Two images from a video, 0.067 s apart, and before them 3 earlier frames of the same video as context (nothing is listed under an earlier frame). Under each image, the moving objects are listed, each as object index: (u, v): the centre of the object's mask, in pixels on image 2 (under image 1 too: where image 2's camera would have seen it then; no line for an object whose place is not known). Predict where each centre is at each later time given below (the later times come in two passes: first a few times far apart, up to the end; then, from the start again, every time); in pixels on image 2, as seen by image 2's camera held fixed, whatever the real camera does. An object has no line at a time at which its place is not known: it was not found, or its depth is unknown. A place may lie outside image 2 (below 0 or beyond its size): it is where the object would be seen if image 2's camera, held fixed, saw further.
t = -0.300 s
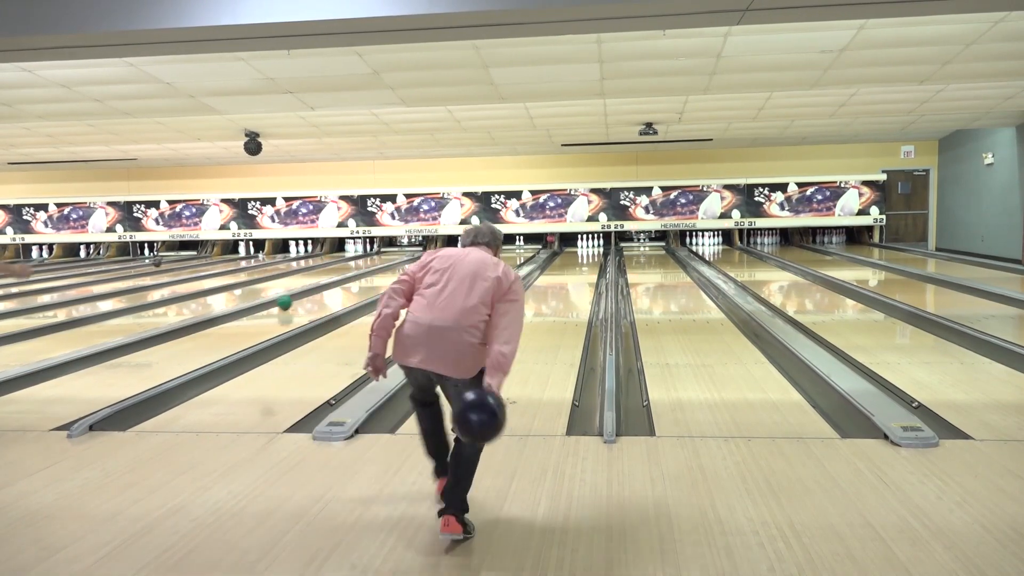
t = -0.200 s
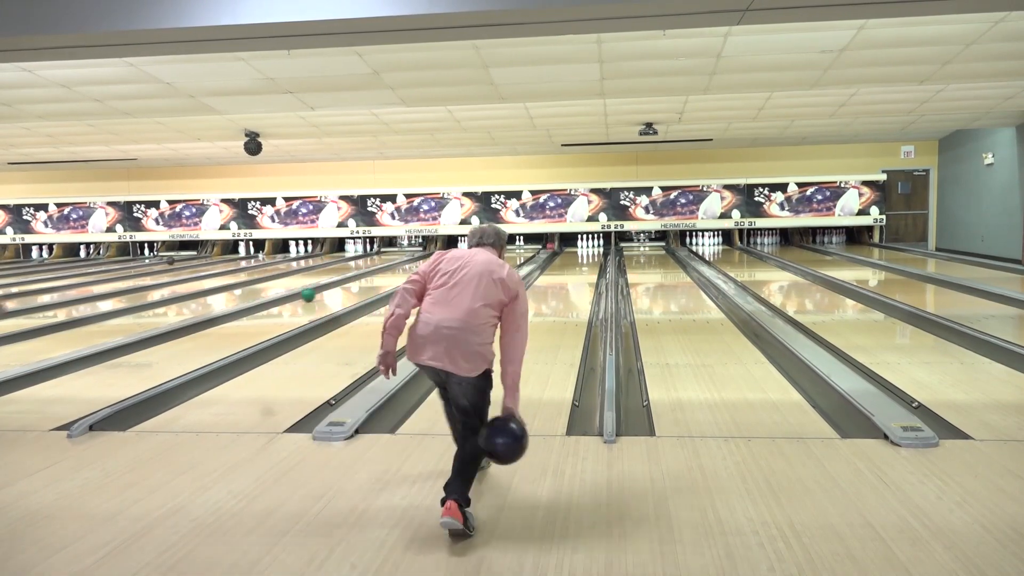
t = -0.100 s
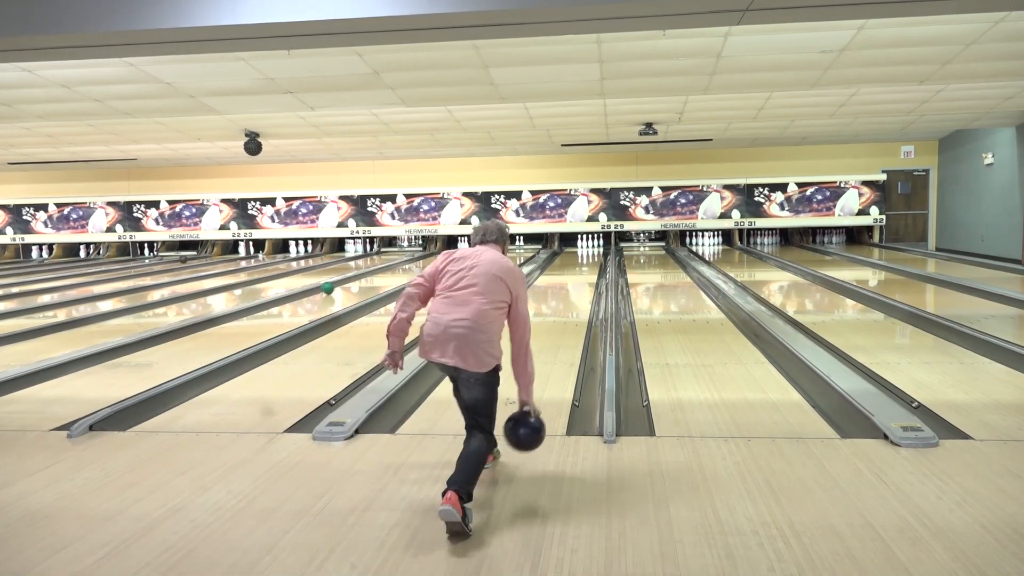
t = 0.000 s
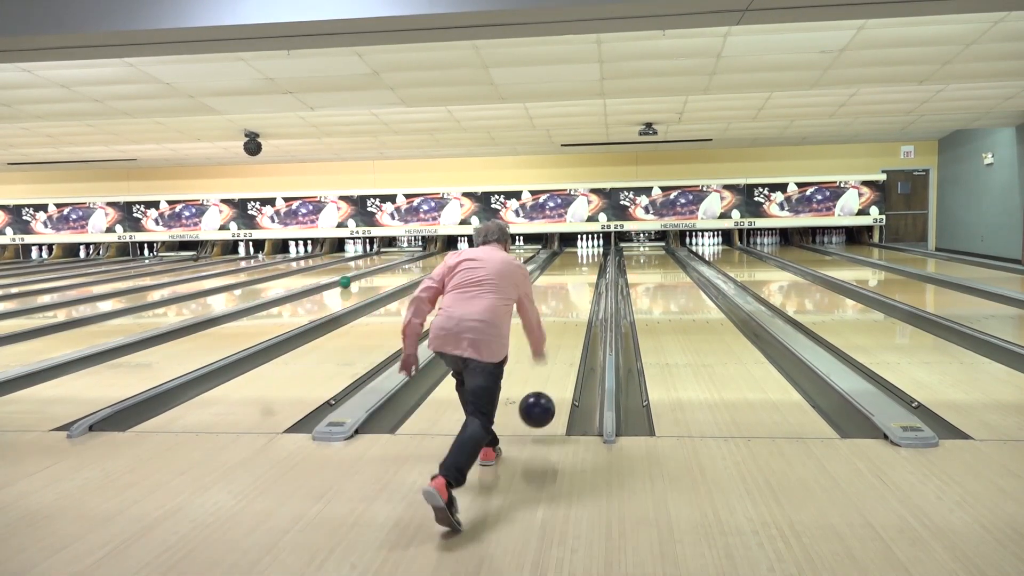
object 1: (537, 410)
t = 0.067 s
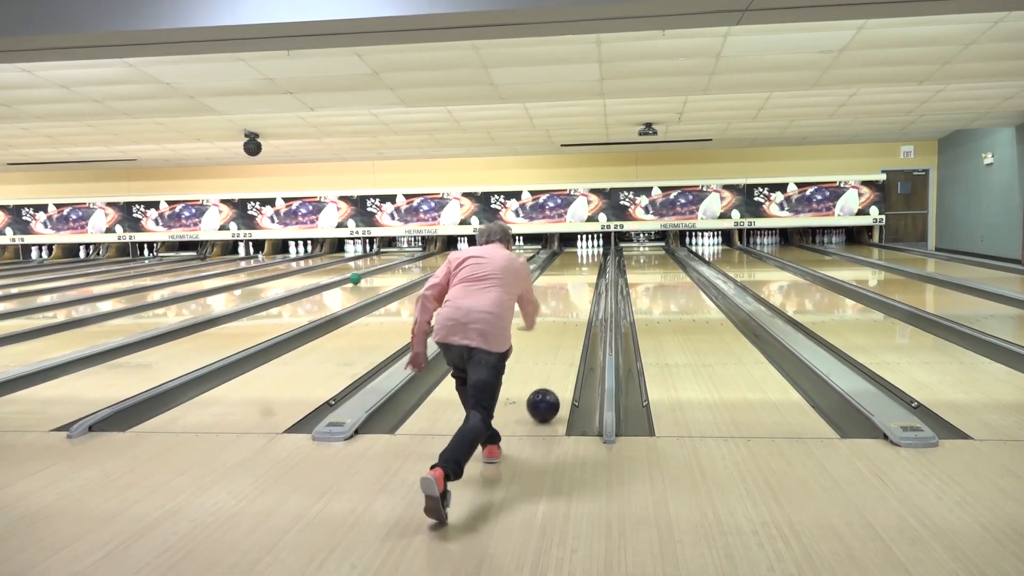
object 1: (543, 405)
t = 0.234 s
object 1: (553, 370)
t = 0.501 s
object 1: (564, 333)
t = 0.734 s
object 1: (569, 312)
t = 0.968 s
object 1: (574, 297)
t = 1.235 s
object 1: (577, 284)
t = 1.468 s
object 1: (580, 275)
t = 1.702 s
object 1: (581, 268)
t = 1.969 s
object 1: (583, 262)
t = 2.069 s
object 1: (583, 259)
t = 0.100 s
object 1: (545, 397)
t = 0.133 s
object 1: (548, 389)
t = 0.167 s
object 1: (550, 382)
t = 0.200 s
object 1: (552, 376)
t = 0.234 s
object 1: (553, 370)
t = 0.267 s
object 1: (555, 364)
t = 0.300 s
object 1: (556, 359)
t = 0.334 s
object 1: (558, 354)
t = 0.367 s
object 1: (559, 349)
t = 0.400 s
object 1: (560, 345)
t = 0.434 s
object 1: (561, 341)
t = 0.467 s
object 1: (563, 337)
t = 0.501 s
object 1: (564, 333)
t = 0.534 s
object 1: (565, 330)
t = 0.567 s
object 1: (565, 326)
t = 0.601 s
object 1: (566, 323)
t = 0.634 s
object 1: (567, 320)
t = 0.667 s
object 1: (568, 317)
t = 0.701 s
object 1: (569, 314)
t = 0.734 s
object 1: (569, 312)
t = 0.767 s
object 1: (570, 310)
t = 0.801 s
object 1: (571, 307)
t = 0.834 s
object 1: (571, 305)
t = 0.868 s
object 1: (572, 303)
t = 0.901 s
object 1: (573, 301)
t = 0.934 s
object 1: (573, 299)
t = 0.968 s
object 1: (574, 297)
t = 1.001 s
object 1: (574, 295)
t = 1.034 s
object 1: (575, 293)
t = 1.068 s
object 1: (575, 292)
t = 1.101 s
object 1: (576, 290)
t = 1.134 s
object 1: (576, 289)
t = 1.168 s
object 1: (576, 287)
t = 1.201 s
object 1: (577, 286)
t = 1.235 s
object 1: (577, 284)
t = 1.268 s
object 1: (577, 283)
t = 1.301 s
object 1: (578, 281)
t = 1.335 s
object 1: (578, 280)
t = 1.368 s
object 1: (579, 279)
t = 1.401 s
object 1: (579, 278)
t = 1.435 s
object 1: (579, 276)
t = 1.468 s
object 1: (580, 275)
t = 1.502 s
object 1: (580, 274)
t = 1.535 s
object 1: (580, 273)
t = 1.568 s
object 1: (580, 272)
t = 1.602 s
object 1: (581, 271)
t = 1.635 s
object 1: (581, 270)
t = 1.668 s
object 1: (581, 269)
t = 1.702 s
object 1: (581, 268)
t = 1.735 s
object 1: (582, 268)
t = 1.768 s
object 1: (582, 267)
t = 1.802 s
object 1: (582, 266)
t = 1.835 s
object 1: (582, 265)
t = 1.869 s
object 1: (582, 264)
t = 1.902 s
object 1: (582, 263)
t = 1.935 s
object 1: (583, 262)
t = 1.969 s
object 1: (583, 262)
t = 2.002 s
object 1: (583, 261)
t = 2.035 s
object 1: (583, 260)
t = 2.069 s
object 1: (583, 259)
